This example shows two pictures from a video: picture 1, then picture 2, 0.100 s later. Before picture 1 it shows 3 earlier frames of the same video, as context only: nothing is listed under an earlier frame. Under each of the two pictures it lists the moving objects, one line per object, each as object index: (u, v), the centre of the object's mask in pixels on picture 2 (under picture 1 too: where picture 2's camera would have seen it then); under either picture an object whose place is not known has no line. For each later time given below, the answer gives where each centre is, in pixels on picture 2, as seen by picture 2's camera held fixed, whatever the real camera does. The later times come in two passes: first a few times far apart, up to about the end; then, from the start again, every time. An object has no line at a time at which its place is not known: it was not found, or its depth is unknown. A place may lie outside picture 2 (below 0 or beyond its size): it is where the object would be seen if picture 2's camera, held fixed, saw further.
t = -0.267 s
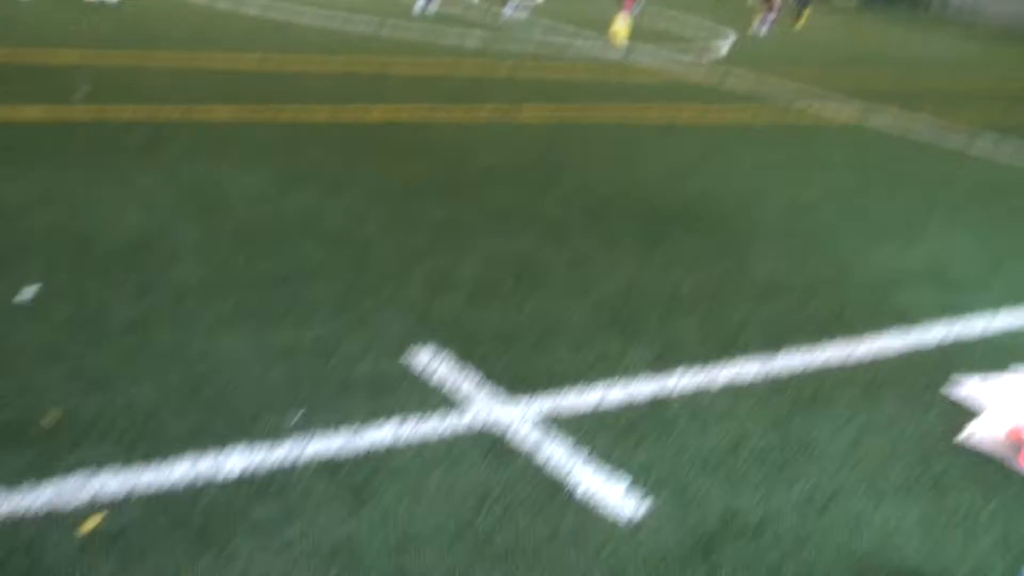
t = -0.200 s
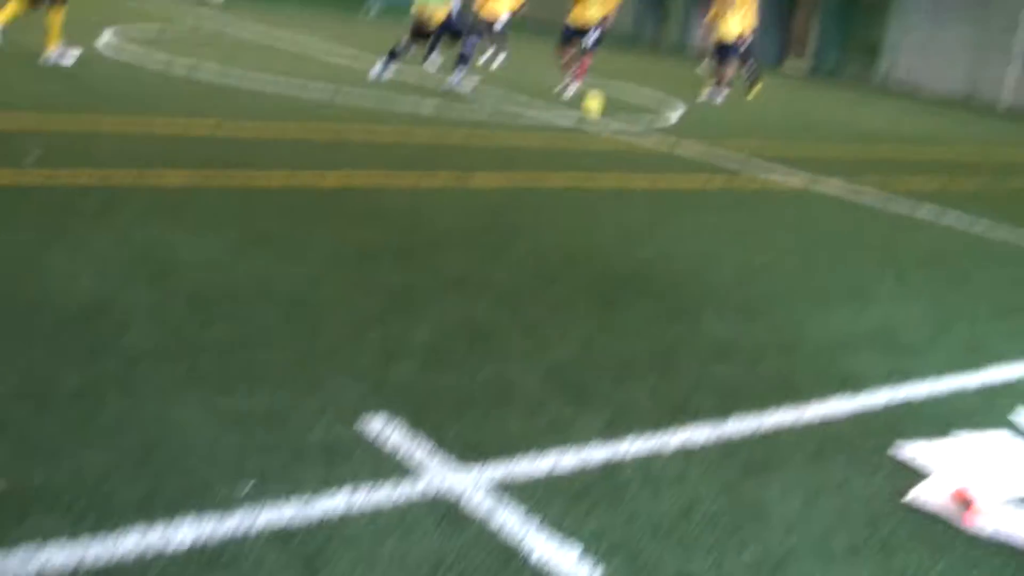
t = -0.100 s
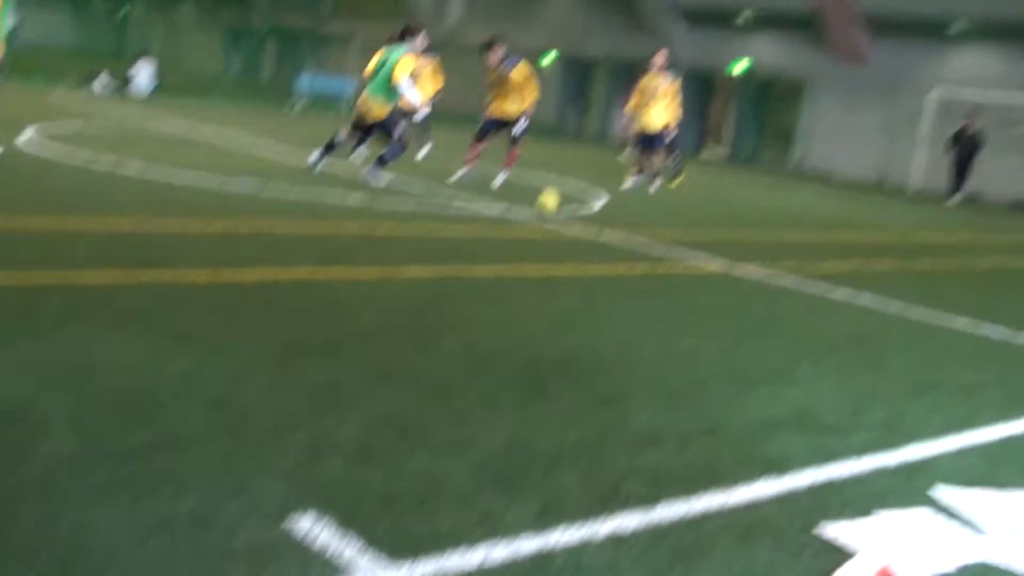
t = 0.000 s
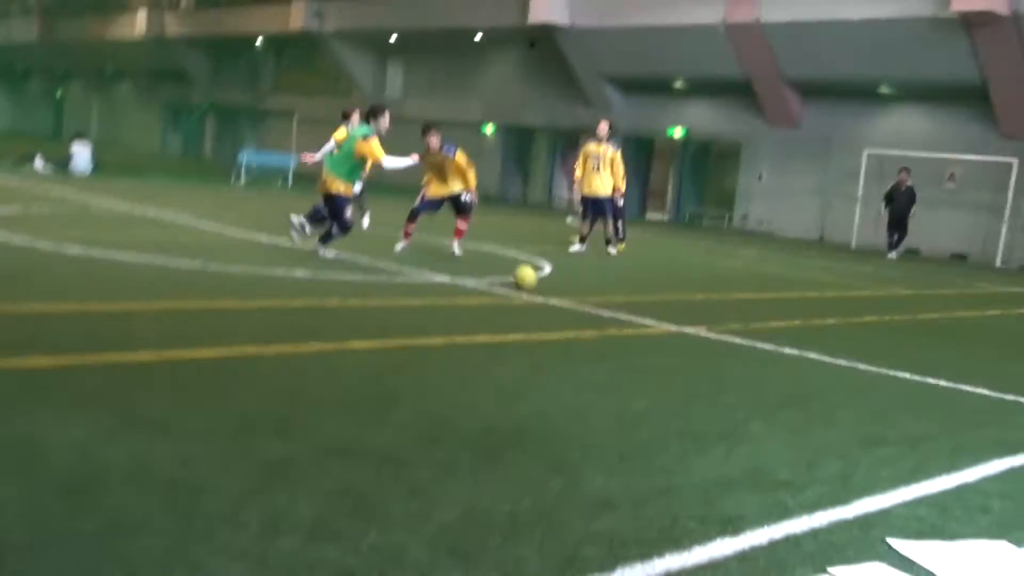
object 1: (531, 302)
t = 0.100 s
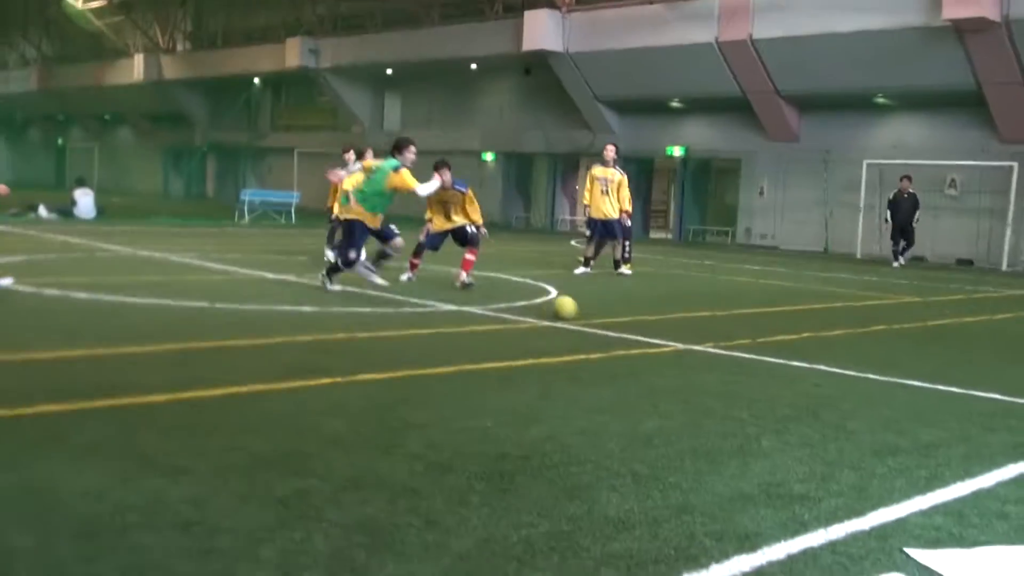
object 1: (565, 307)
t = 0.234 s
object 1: (610, 312)
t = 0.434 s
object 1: (681, 321)
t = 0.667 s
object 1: (769, 333)
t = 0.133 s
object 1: (576, 307)
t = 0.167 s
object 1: (587, 309)
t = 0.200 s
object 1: (598, 311)
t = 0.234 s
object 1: (610, 312)
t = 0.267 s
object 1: (621, 314)
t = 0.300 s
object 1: (633, 315)
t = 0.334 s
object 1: (645, 316)
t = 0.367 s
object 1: (657, 319)
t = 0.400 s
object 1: (669, 320)
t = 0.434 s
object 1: (681, 321)
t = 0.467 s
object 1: (693, 322)
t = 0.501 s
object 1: (705, 324)
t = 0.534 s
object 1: (717, 326)
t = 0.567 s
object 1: (730, 328)
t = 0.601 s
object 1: (743, 329)
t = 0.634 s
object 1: (756, 331)
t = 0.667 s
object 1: (769, 333)
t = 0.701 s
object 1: (782, 334)
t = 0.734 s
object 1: (795, 335)
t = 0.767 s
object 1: (808, 337)
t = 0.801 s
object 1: (822, 339)
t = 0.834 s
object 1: (836, 341)
